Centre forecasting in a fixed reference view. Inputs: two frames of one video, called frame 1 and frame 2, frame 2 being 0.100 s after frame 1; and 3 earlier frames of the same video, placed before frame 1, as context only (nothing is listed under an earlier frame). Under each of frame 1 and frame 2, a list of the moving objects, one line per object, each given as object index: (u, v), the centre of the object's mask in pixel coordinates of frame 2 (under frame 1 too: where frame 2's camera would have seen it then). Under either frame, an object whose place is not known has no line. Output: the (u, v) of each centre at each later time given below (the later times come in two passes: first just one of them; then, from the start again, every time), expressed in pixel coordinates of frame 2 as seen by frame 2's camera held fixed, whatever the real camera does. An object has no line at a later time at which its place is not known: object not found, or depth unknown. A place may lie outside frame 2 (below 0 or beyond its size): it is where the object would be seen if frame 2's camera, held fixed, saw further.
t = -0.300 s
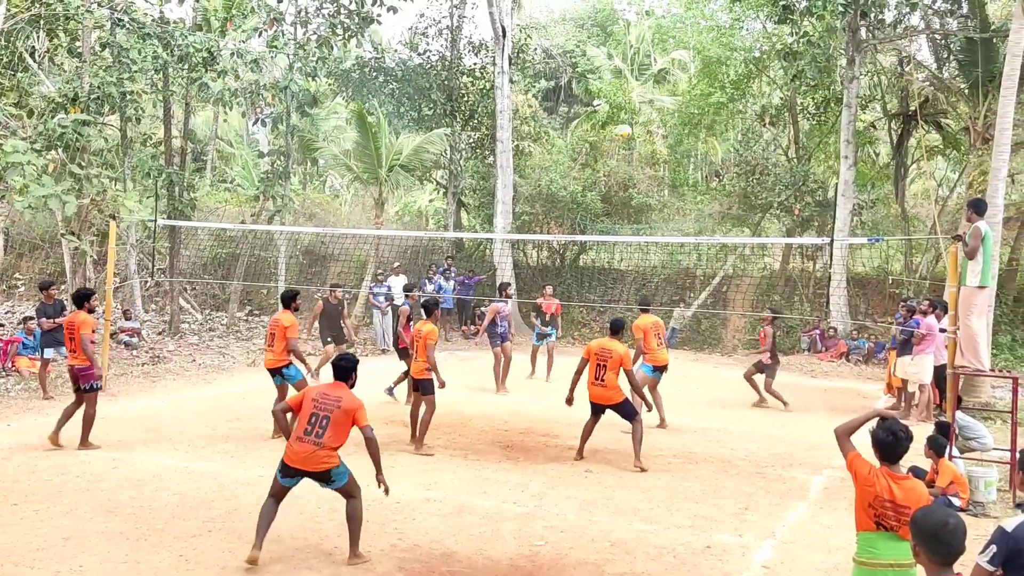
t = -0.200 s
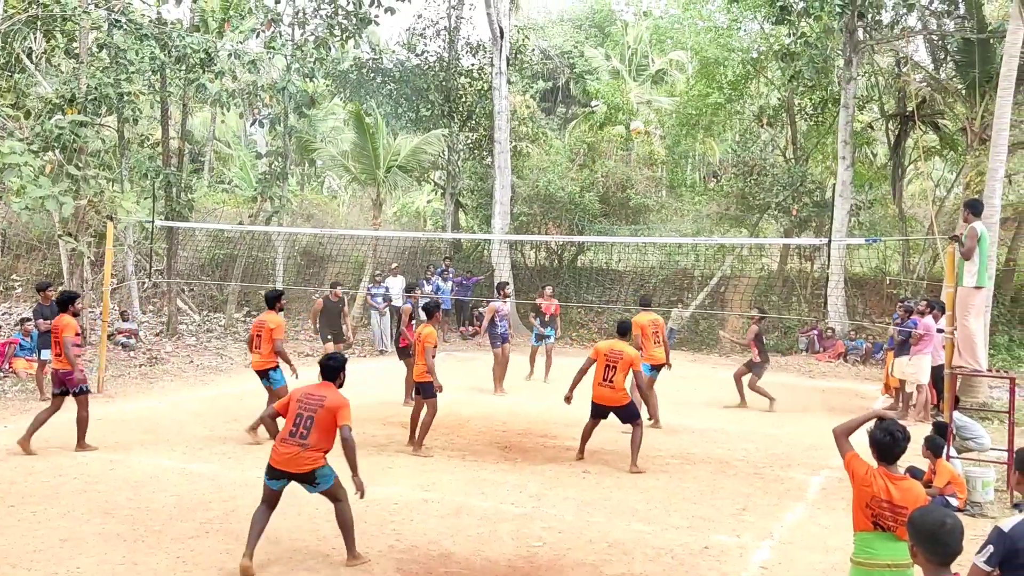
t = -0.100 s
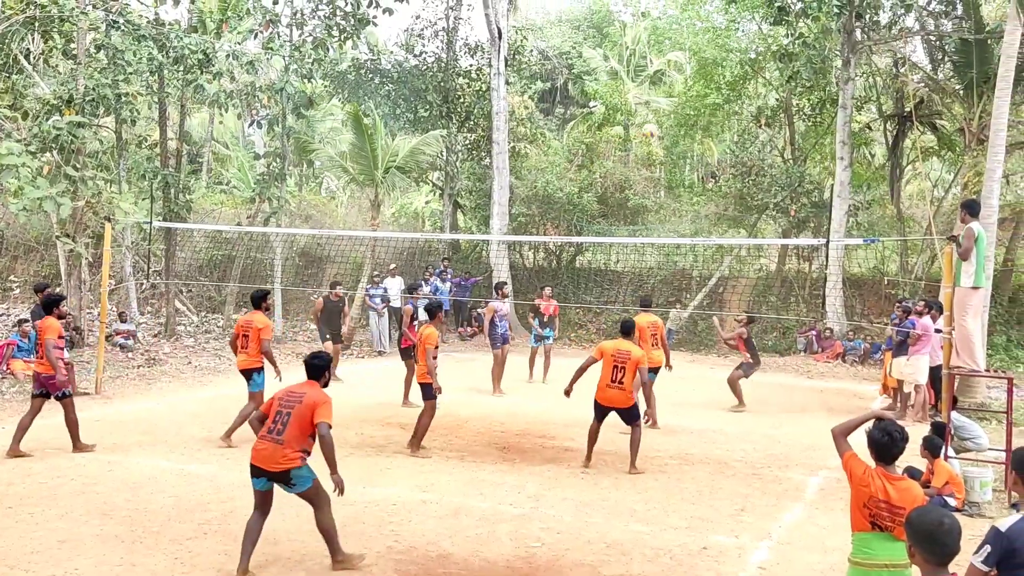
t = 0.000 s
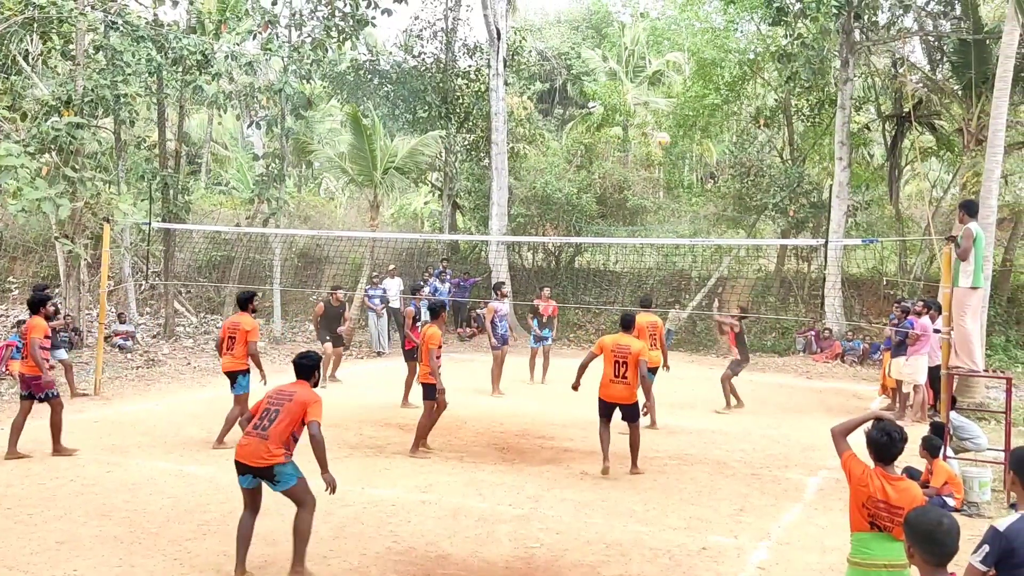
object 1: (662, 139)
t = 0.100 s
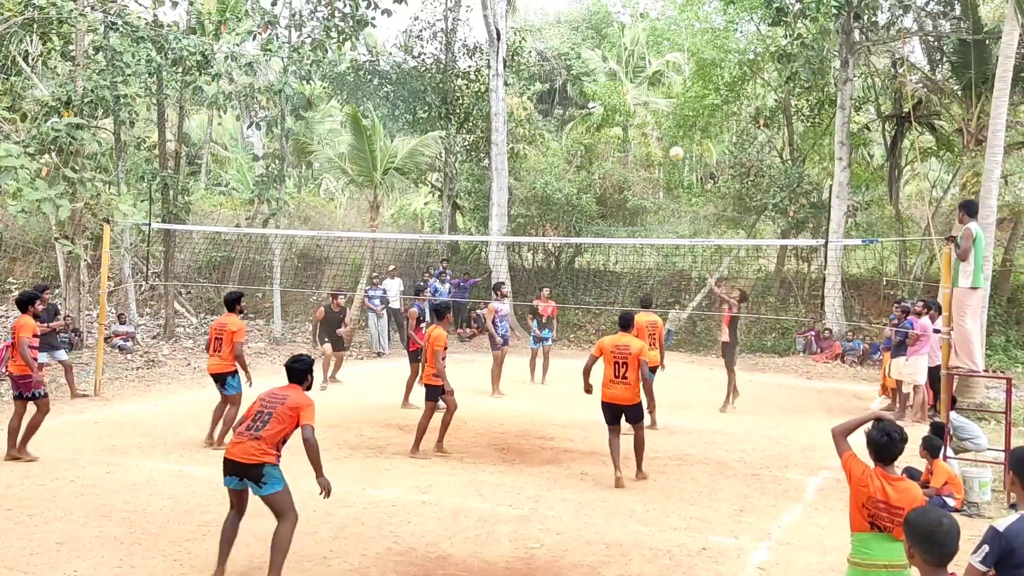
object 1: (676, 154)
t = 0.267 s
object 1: (699, 192)
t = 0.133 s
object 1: (680, 160)
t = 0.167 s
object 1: (685, 167)
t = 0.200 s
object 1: (689, 174)
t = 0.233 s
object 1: (694, 182)
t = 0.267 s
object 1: (699, 192)
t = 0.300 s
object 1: (704, 203)
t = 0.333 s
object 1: (708, 213)
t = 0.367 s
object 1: (713, 223)
